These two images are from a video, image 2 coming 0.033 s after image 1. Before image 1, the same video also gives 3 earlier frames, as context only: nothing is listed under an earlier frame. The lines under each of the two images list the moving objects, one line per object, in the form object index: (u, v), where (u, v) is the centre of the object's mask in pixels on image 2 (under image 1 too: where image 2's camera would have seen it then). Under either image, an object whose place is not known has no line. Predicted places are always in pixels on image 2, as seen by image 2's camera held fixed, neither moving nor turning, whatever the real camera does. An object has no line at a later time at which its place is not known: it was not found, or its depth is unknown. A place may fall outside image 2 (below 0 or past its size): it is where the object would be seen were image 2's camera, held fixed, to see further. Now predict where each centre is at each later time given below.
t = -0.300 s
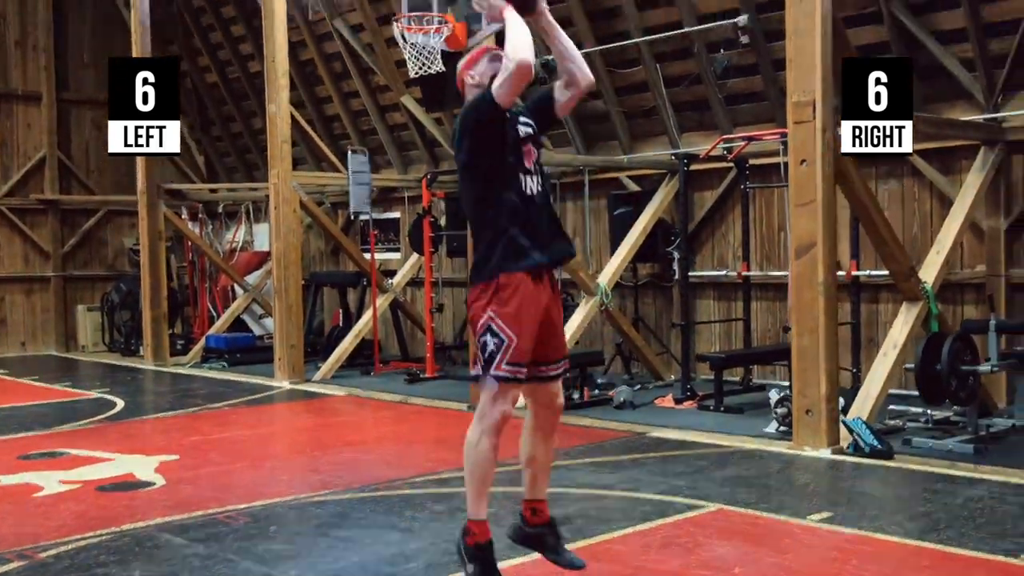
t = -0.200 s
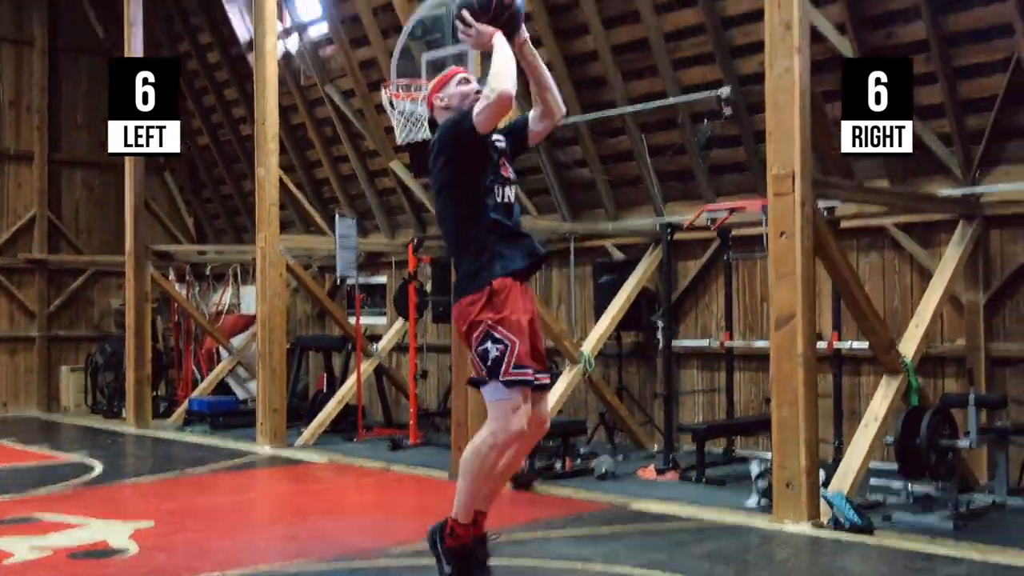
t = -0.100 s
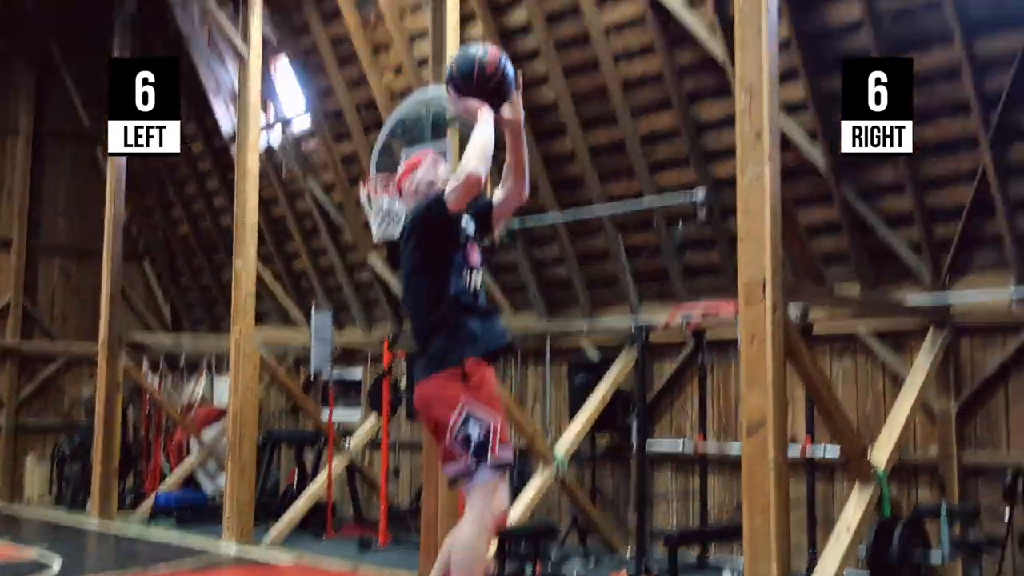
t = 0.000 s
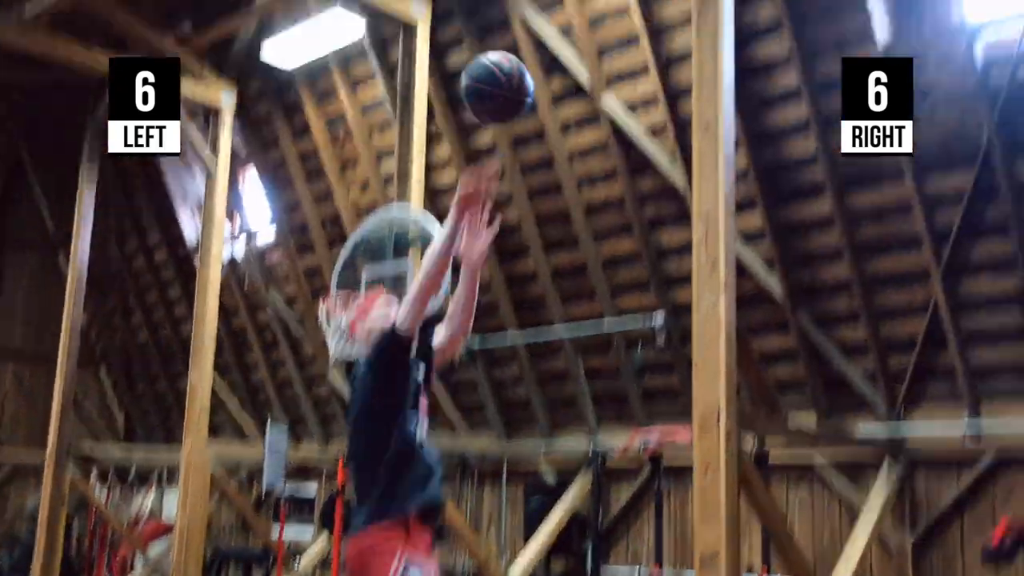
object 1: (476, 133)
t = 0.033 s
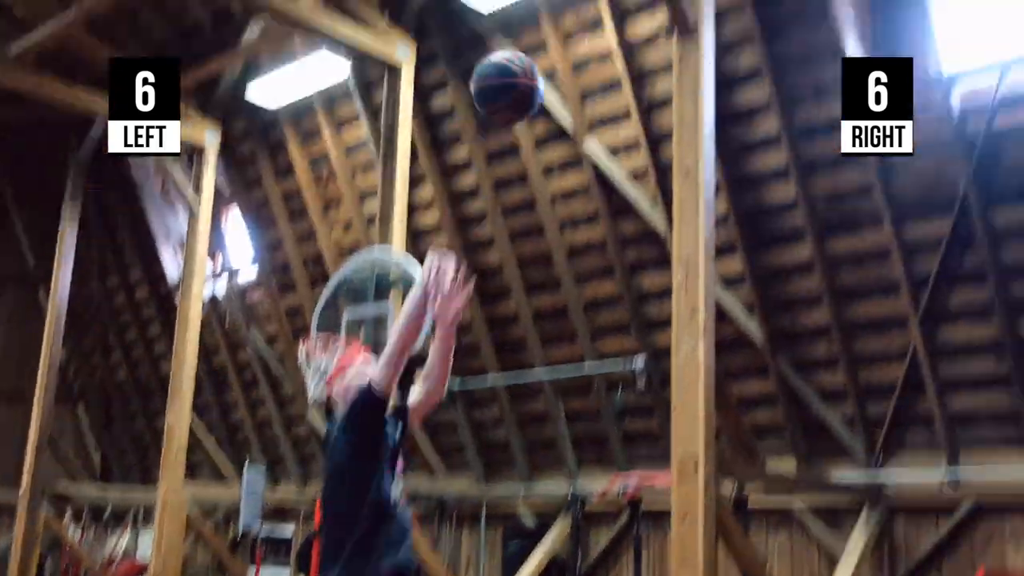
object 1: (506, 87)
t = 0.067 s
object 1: (536, 44)
